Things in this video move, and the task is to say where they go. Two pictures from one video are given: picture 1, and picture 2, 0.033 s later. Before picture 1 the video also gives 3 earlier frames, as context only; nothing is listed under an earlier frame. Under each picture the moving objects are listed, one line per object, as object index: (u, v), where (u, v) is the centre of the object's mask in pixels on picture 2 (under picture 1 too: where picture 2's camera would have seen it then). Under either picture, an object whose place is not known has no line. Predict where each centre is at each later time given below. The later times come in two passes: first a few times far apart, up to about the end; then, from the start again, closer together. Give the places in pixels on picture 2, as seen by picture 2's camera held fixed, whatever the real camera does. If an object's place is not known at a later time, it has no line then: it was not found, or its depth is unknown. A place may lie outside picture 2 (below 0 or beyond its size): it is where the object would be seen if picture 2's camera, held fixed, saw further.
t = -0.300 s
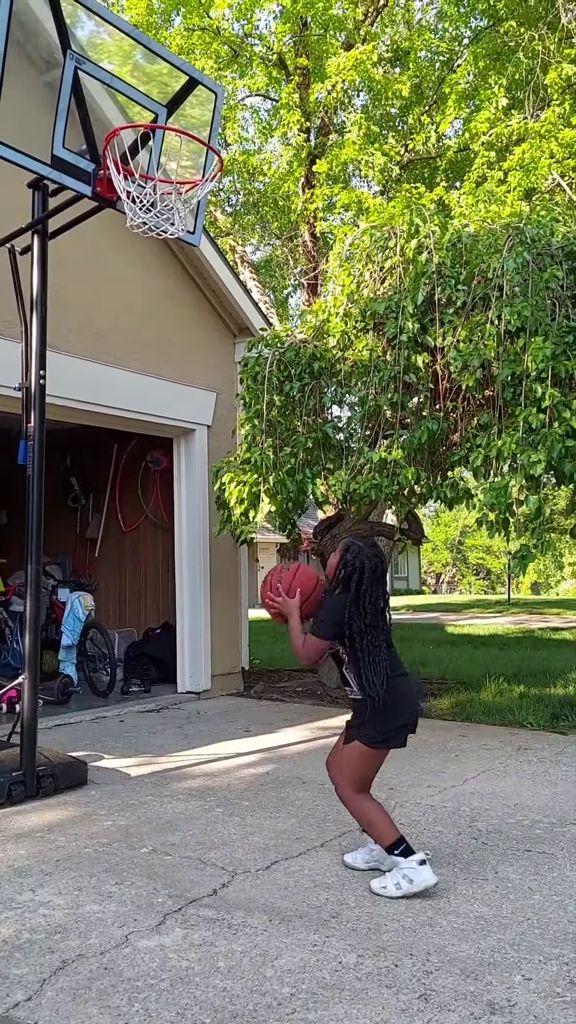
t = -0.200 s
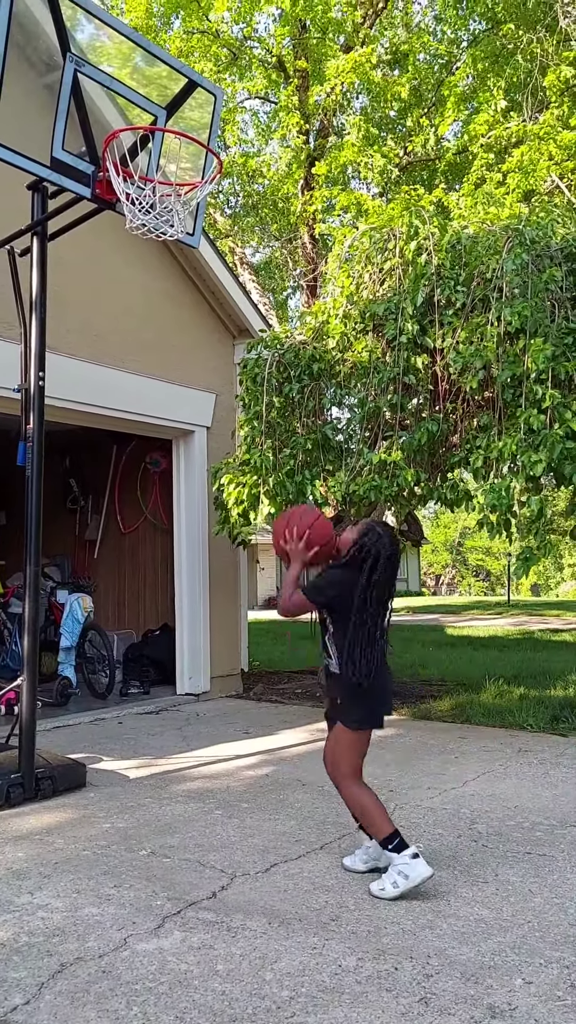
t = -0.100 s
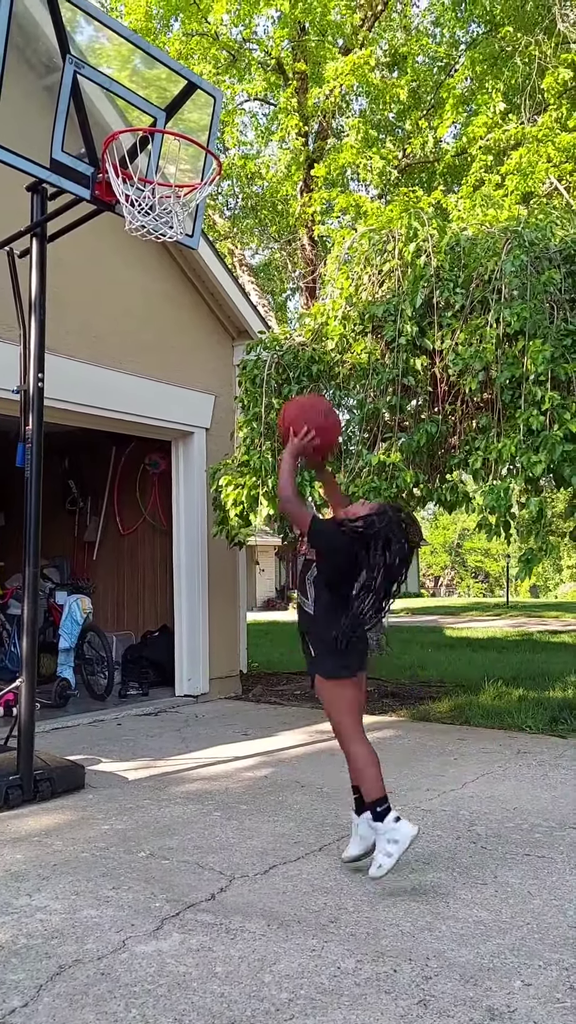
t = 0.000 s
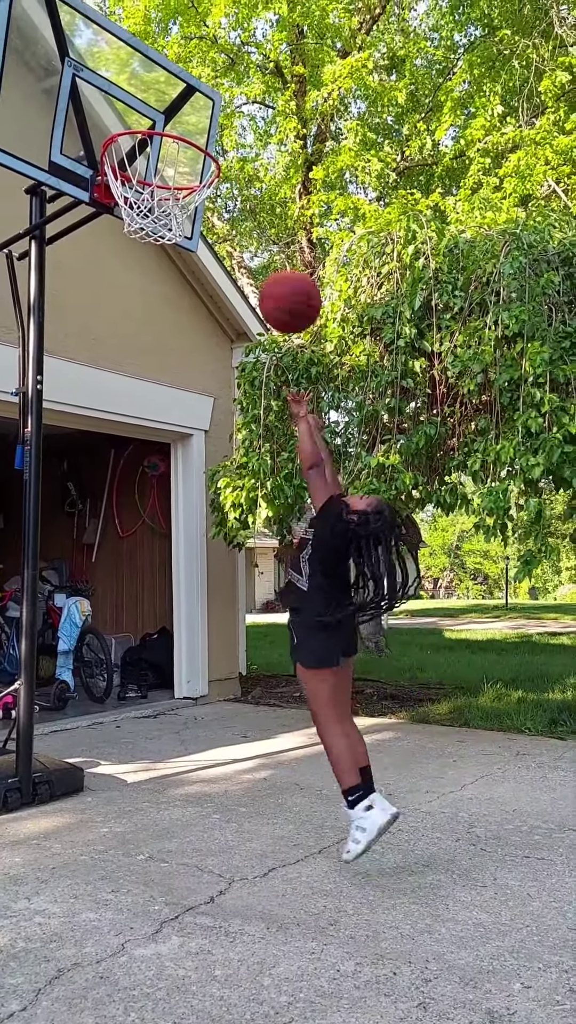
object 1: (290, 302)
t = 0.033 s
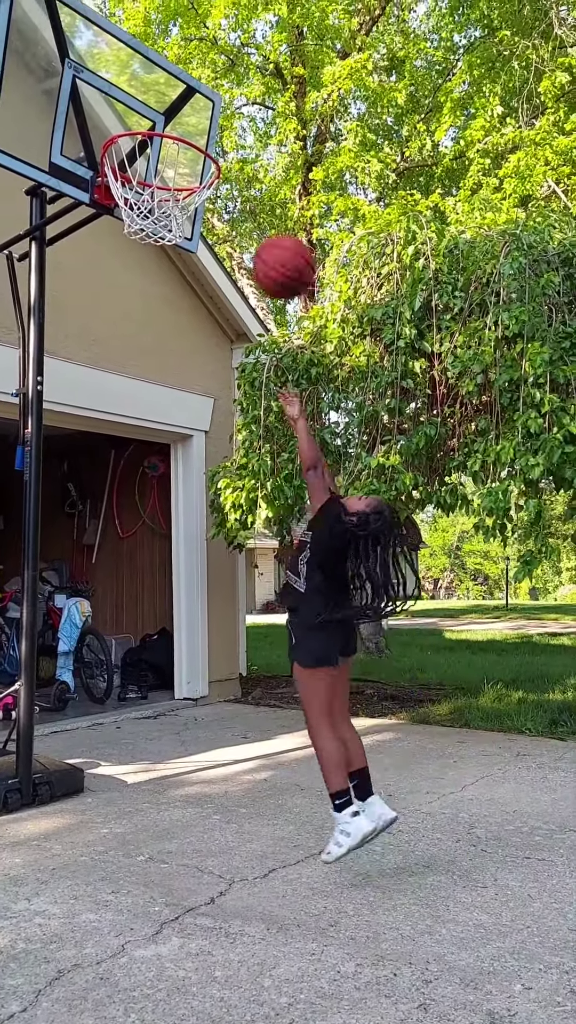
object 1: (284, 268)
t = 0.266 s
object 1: (244, 112)
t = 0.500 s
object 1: (211, 96)
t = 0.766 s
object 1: (167, 233)
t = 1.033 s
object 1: (140, 324)
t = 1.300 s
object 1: (94, 590)
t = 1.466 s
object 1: (78, 785)
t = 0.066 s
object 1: (277, 235)
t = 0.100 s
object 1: (271, 206)
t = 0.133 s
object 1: (266, 181)
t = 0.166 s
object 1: (260, 159)
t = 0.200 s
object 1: (255, 139)
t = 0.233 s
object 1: (250, 124)
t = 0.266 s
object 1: (244, 112)
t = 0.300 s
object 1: (239, 102)
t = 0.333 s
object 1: (235, 94)
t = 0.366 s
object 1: (230, 89)
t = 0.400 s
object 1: (225, 87)
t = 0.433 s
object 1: (221, 87)
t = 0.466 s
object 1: (215, 91)
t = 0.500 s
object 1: (211, 96)
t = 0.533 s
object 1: (206, 105)
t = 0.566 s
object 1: (202, 116)
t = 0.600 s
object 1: (198, 128)
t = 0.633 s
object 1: (194, 144)
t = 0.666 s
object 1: (189, 161)
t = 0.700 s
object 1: (184, 177)
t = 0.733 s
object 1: (186, 192)
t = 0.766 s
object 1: (167, 233)
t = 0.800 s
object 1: (171, 240)
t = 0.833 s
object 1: (169, 246)
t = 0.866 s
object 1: (166, 251)
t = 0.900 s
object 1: (161, 259)
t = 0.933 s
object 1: (156, 272)
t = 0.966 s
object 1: (151, 288)
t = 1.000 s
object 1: (146, 305)
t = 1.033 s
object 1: (140, 324)
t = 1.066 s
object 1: (135, 348)
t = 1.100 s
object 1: (129, 374)
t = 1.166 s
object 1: (118, 435)
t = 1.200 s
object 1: (111, 467)
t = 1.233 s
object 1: (105, 505)
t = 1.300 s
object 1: (94, 590)
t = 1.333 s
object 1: (89, 639)
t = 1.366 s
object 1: (82, 690)
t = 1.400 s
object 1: (76, 745)
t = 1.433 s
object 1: (72, 806)
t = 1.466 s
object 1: (78, 785)
